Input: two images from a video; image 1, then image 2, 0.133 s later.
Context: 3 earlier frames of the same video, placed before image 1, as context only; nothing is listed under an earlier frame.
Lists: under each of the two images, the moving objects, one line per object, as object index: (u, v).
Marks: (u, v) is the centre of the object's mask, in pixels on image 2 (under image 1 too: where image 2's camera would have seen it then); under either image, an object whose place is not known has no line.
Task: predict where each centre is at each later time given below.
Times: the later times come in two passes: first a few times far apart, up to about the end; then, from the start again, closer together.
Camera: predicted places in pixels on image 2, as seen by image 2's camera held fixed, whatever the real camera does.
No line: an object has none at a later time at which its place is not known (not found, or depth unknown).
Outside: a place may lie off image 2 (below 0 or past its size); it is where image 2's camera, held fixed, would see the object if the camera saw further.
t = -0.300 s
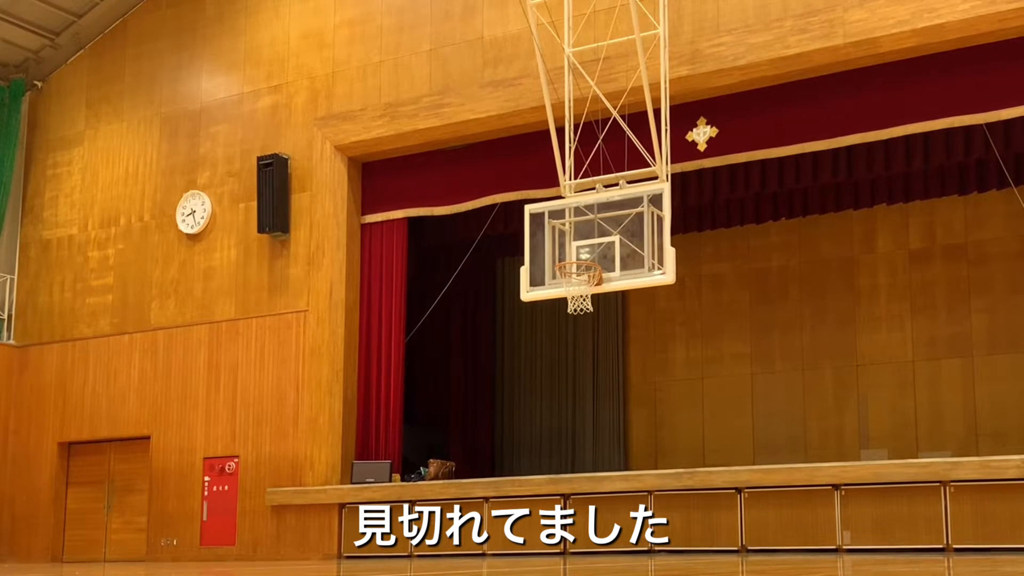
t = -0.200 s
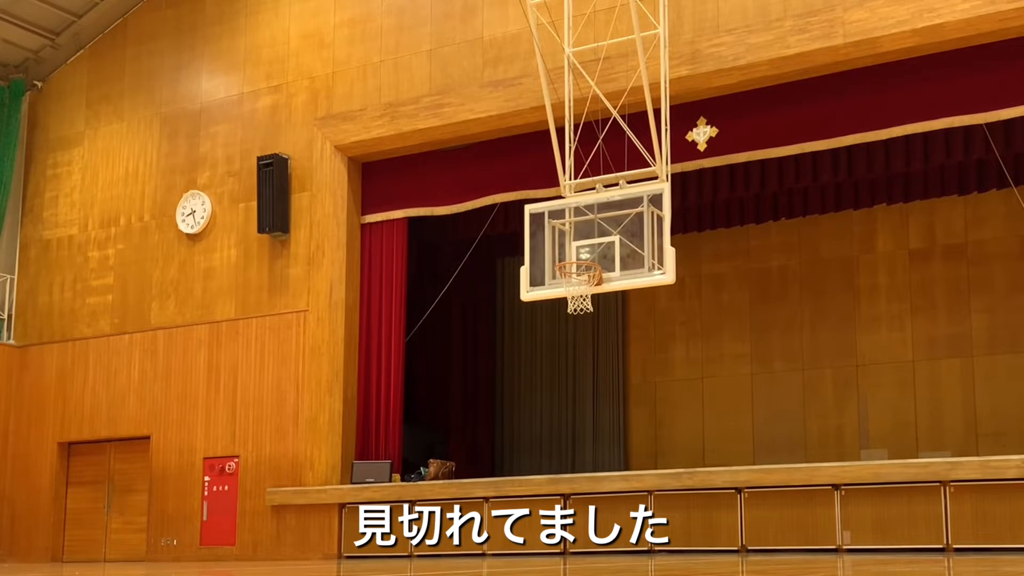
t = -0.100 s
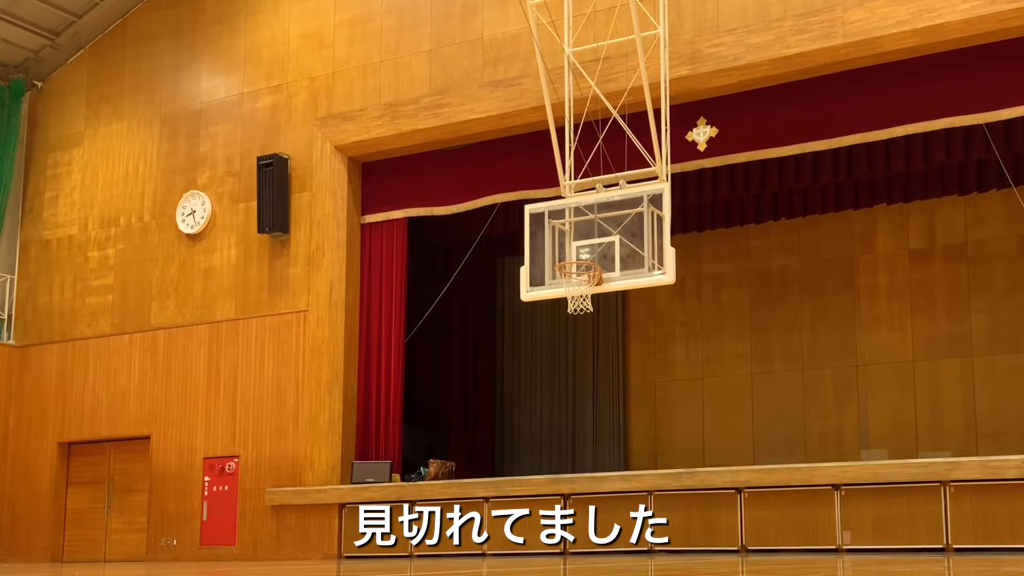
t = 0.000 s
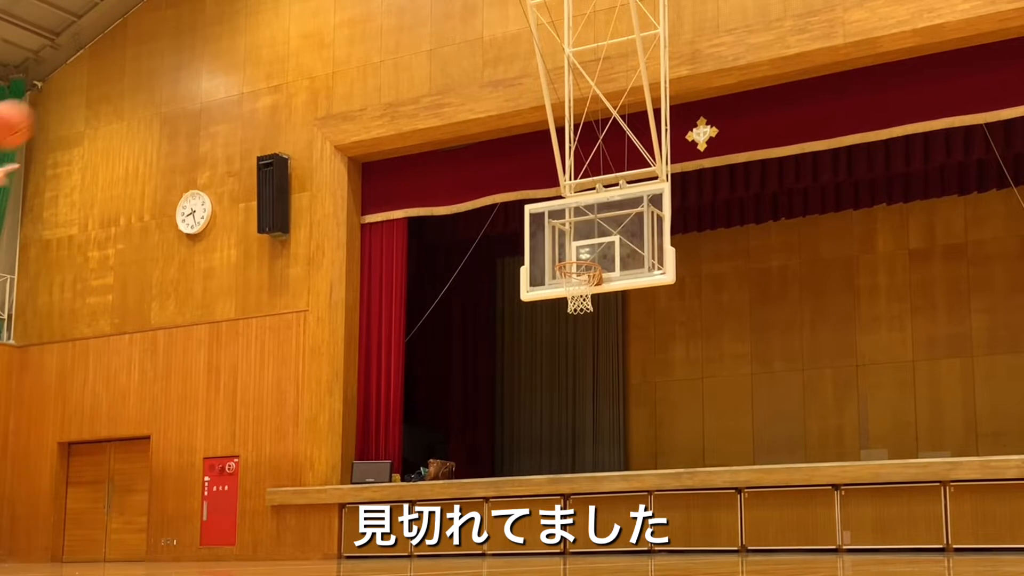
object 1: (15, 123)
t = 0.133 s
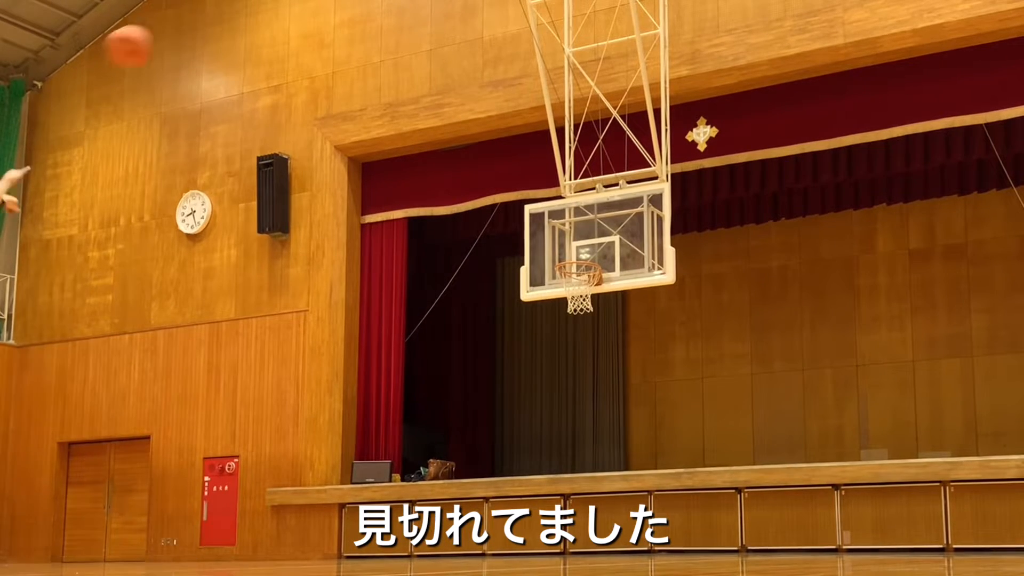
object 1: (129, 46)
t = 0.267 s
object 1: (225, 11)
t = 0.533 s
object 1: (371, 12)
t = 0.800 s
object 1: (474, 83)
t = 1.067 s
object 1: (554, 207)
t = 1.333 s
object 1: (589, 301)
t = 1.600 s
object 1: (572, 385)
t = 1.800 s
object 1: (561, 491)
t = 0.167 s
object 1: (156, 33)
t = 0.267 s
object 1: (225, 11)
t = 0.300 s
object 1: (248, 8)
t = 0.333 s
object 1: (268, 7)
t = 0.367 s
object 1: (287, 6)
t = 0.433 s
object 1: (324, 6)
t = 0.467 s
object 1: (340, 7)
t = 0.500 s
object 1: (356, 9)
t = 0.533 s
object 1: (371, 12)
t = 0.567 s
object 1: (386, 16)
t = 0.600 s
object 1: (400, 23)
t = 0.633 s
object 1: (413, 30)
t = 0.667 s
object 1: (426, 39)
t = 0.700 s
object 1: (439, 49)
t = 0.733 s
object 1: (451, 59)
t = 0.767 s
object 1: (463, 71)
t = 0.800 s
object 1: (474, 83)
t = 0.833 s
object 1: (485, 96)
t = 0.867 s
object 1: (496, 109)
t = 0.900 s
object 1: (506, 125)
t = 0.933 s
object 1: (516, 140)
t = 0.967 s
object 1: (526, 155)
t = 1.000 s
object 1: (535, 172)
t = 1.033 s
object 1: (544, 187)
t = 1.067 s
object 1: (554, 207)
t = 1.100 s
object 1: (563, 224)
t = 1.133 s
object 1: (572, 241)
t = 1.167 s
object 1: (580, 260)
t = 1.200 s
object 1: (589, 280)
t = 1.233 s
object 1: (592, 291)
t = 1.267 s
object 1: (593, 291)
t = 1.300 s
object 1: (591, 296)
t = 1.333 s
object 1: (589, 301)
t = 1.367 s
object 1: (586, 309)
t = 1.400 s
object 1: (585, 317)
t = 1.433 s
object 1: (582, 326)
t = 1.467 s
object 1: (581, 336)
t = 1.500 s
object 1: (578, 347)
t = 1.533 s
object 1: (576, 359)
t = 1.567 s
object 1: (574, 372)
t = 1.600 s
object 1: (572, 385)
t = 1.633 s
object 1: (571, 400)
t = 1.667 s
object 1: (569, 417)
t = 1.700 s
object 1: (567, 434)
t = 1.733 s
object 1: (565, 453)
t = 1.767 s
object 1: (563, 470)
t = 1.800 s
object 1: (561, 491)
